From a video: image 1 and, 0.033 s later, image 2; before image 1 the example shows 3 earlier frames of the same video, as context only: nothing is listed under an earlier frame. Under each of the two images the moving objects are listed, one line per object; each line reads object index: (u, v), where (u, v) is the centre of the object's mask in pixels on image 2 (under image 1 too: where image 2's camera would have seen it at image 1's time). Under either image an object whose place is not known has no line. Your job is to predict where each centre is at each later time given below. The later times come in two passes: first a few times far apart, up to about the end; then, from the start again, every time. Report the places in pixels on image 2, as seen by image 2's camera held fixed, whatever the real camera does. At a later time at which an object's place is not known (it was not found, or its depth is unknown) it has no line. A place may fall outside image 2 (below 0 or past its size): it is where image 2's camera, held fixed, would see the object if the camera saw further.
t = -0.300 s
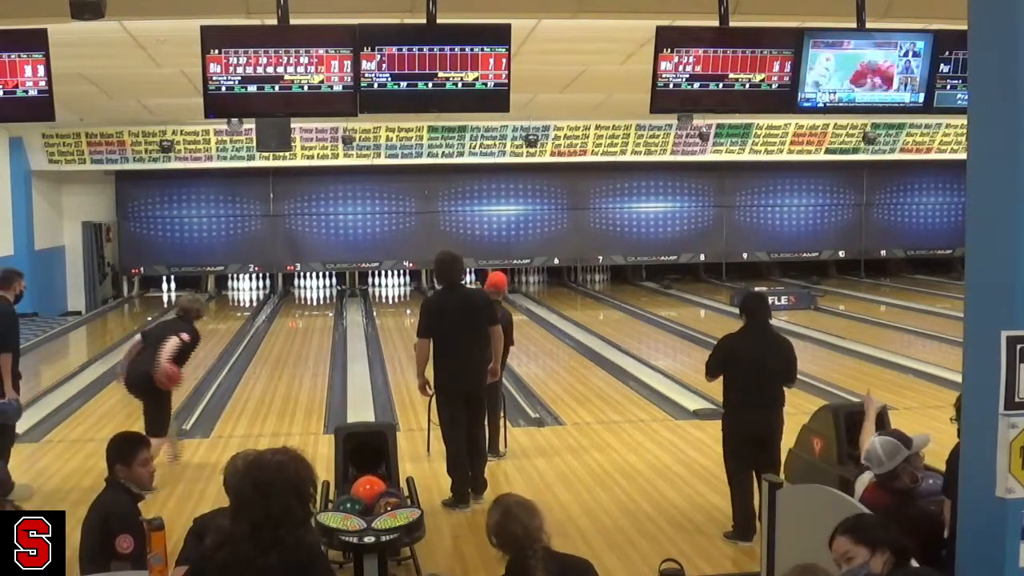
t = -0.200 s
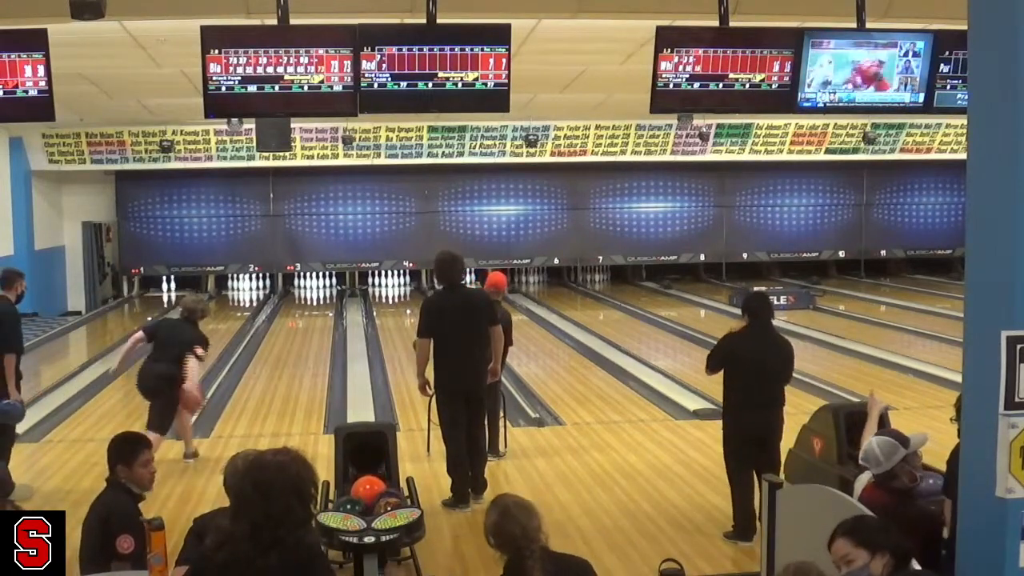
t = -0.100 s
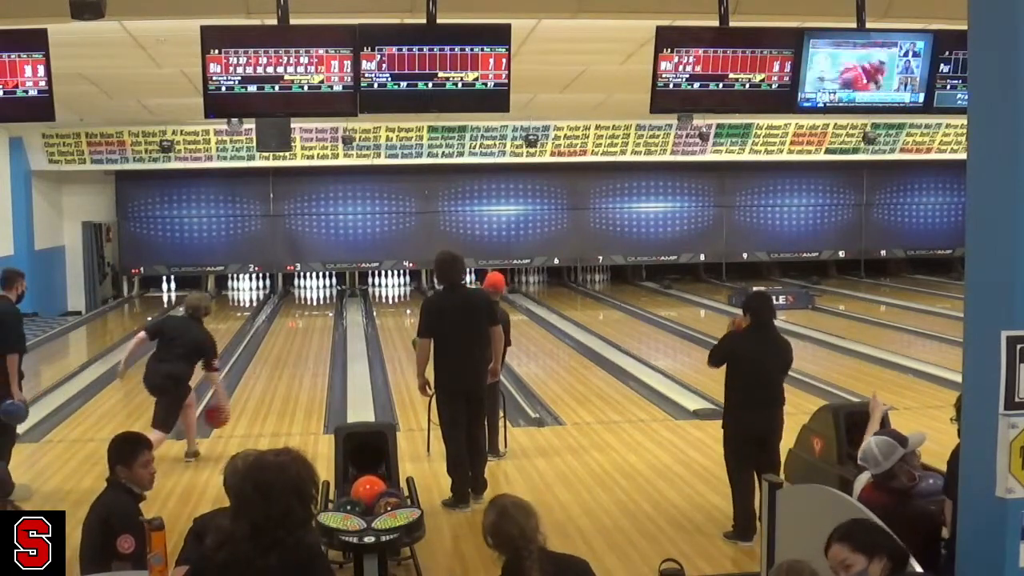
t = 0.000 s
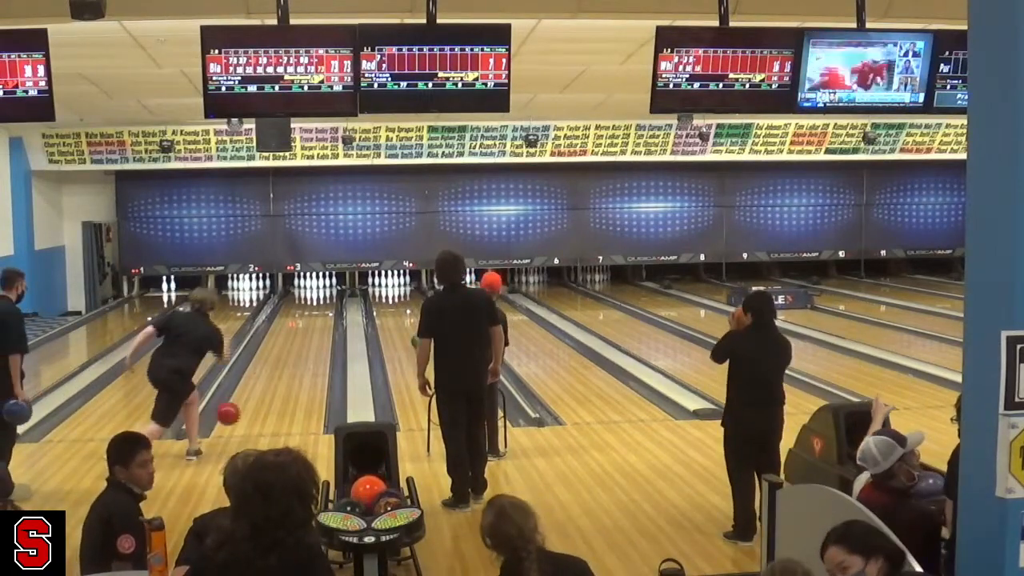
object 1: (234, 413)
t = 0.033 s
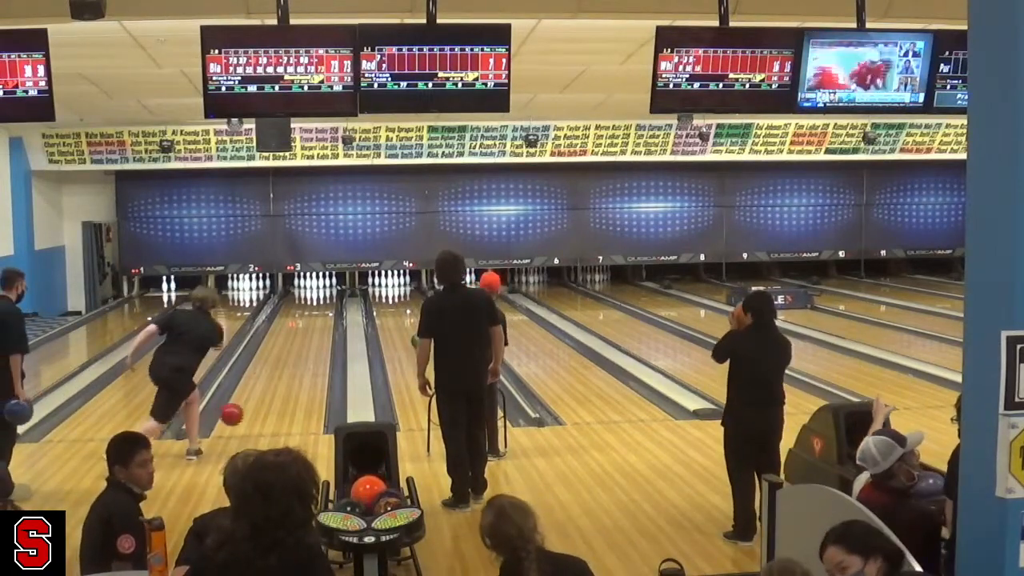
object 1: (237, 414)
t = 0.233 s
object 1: (250, 403)
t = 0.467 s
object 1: (265, 380)
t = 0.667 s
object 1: (275, 364)
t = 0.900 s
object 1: (285, 348)
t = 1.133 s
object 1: (293, 335)
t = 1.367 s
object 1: (299, 325)
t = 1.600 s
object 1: (303, 315)
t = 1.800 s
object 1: (307, 310)
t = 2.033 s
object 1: (310, 302)
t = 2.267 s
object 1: (313, 296)
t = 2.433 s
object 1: (313, 292)
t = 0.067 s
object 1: (240, 415)
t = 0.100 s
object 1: (239, 418)
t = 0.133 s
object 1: (242, 414)
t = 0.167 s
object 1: (244, 410)
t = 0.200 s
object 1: (247, 407)
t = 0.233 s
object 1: (250, 403)
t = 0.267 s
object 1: (252, 400)
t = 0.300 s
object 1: (255, 396)
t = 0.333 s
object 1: (257, 393)
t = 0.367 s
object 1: (259, 390)
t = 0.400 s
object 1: (261, 386)
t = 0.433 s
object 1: (263, 383)
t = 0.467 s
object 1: (265, 380)
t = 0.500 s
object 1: (267, 377)
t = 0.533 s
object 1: (268, 375)
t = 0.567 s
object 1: (270, 372)
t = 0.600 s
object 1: (272, 369)
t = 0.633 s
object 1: (274, 366)
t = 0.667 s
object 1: (275, 364)
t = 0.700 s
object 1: (277, 361)
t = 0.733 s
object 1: (278, 359)
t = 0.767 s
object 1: (280, 357)
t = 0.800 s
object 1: (281, 355)
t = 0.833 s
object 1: (282, 352)
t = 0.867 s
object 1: (283, 350)
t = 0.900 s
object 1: (285, 348)
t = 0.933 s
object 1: (286, 346)
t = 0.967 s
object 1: (287, 344)
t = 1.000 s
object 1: (289, 342)
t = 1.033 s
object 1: (289, 341)
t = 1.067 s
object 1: (291, 339)
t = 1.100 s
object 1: (292, 337)
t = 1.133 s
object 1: (293, 335)
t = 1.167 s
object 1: (293, 333)
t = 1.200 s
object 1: (294, 332)
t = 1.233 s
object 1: (296, 330)
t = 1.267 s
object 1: (296, 329)
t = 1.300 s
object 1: (297, 327)
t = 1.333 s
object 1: (298, 326)
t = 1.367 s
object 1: (299, 325)
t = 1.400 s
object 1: (299, 323)
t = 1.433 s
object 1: (301, 321)
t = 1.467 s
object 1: (301, 320)
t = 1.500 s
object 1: (302, 319)
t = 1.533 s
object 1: (302, 318)
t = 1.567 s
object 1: (303, 317)
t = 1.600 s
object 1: (303, 315)
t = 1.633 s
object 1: (304, 314)
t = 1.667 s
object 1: (306, 313)
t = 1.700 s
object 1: (306, 312)
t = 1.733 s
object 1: (306, 312)
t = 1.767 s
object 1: (307, 311)
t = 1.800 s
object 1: (307, 310)
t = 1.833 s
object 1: (308, 308)
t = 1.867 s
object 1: (308, 307)
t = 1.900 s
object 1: (309, 306)
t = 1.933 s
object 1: (310, 305)
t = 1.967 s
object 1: (310, 304)
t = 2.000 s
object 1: (310, 303)
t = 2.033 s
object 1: (310, 302)
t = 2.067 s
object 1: (311, 301)
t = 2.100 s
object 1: (311, 300)
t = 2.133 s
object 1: (312, 299)
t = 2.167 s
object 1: (312, 298)
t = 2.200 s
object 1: (312, 297)
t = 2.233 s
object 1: (312, 297)
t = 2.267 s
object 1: (313, 296)
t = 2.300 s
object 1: (313, 295)
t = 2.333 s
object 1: (313, 294)
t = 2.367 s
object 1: (313, 294)
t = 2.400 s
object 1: (313, 293)
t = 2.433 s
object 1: (313, 292)
